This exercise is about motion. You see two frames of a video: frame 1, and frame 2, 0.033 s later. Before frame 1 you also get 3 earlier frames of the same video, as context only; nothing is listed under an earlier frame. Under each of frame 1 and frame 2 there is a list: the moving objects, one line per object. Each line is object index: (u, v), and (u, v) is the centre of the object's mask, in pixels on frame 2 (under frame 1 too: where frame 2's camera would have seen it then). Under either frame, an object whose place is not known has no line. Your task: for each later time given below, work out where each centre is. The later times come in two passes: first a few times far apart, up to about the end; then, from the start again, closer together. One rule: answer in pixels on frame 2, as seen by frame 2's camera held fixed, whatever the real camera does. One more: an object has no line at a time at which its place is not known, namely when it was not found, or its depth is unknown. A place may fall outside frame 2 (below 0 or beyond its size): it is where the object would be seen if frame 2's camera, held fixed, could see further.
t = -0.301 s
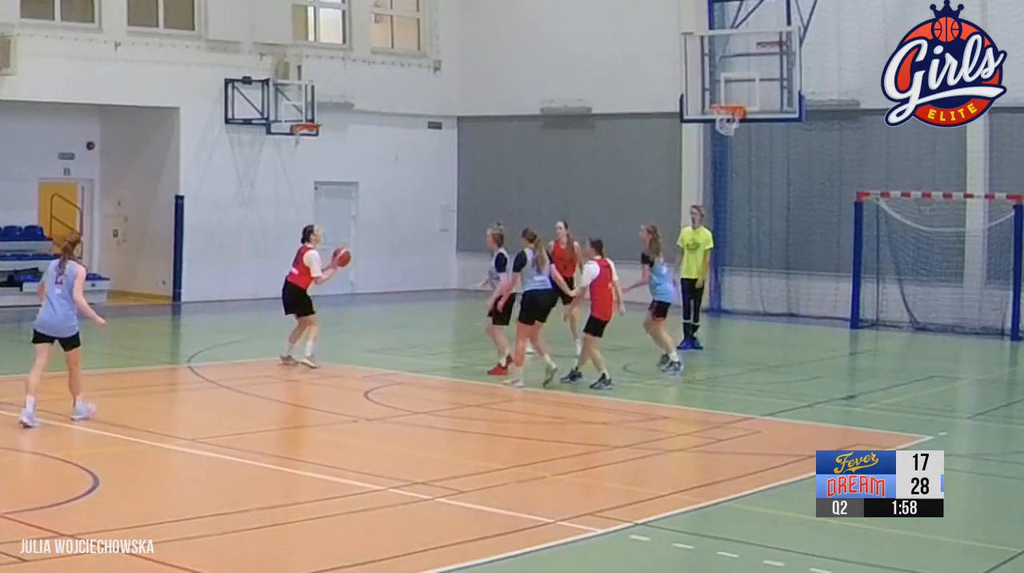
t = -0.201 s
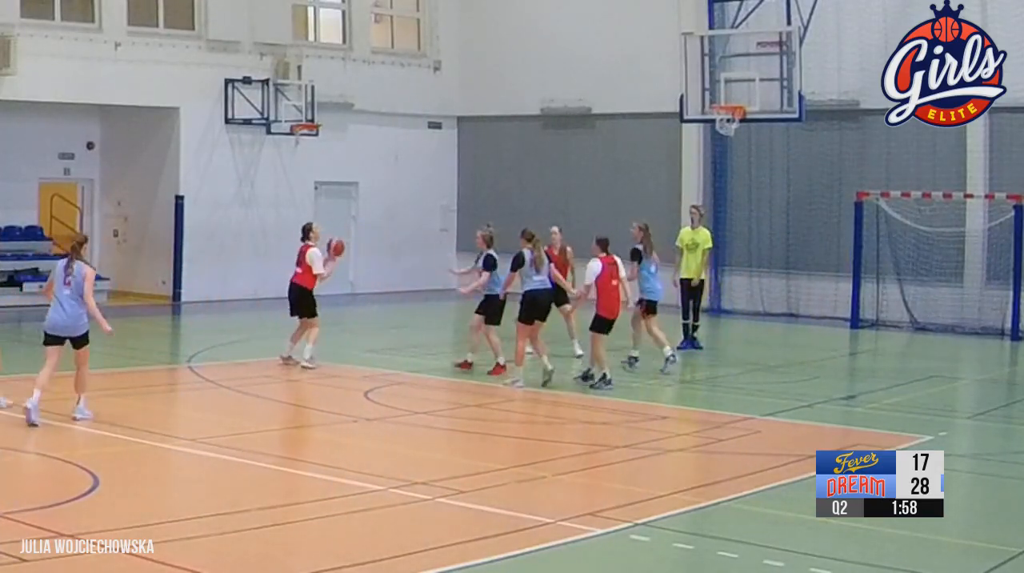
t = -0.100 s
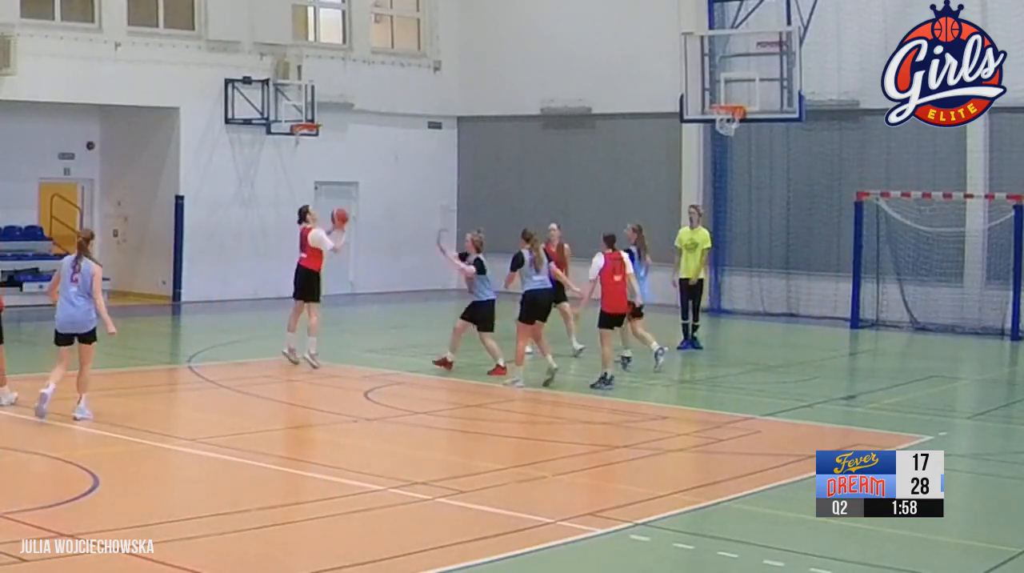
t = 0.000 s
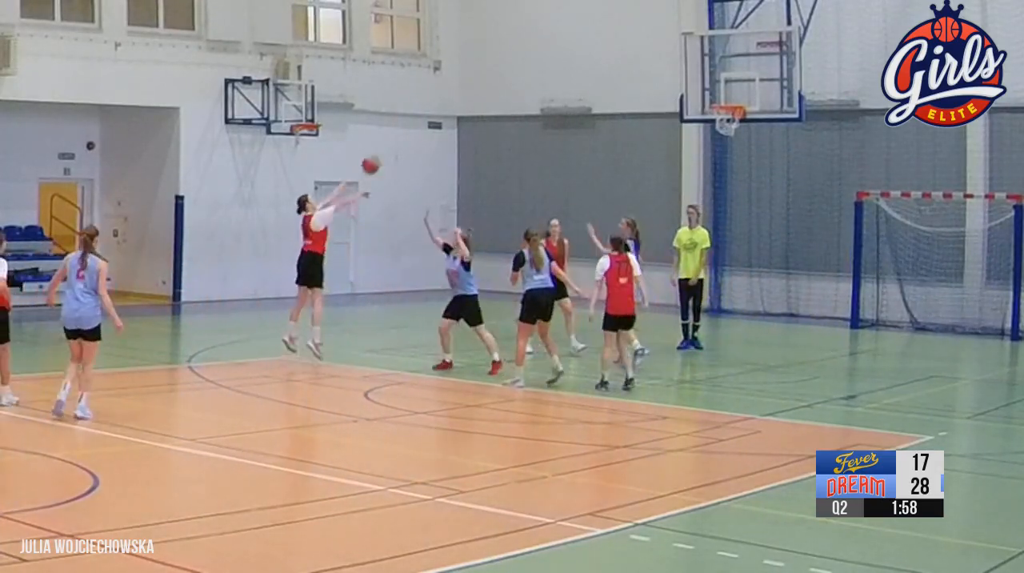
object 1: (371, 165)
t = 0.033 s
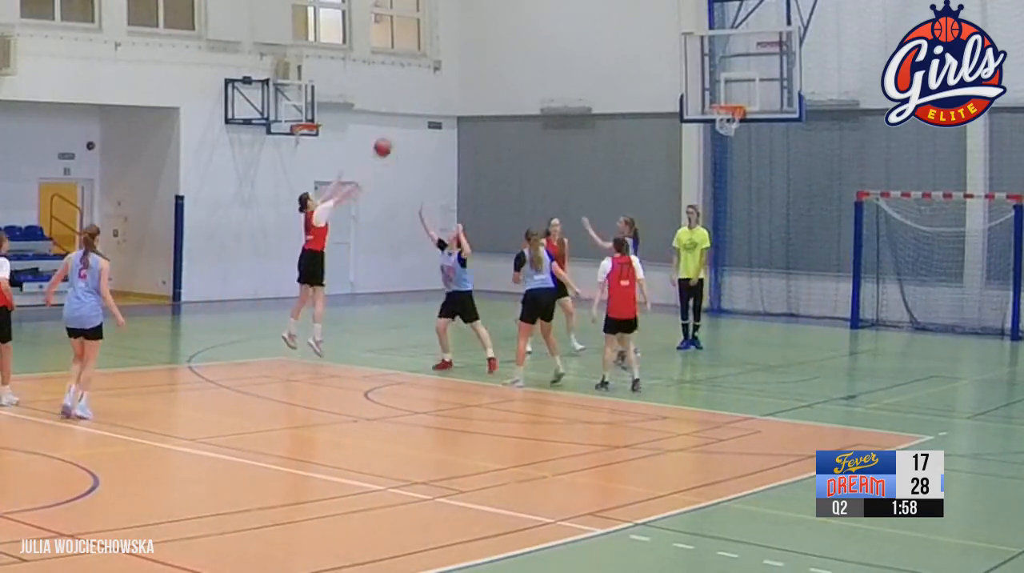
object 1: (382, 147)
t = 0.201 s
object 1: (441, 74)
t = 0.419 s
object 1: (512, 20)
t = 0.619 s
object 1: (576, 6)
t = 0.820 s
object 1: (639, 23)
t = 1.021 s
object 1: (699, 75)
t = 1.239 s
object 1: (737, 117)
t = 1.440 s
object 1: (731, 116)
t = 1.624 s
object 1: (721, 141)
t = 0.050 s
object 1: (389, 139)
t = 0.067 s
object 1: (394, 131)
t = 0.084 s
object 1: (400, 124)
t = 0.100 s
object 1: (405, 116)
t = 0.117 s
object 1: (412, 109)
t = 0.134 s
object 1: (418, 102)
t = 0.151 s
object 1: (423, 95)
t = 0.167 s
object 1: (429, 89)
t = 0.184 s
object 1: (435, 82)
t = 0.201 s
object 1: (441, 74)
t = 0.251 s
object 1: (458, 59)
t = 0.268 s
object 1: (463, 54)
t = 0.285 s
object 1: (469, 49)
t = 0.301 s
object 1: (474, 45)
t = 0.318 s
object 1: (480, 40)
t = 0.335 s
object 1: (485, 36)
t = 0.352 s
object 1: (491, 32)
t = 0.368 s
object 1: (496, 29)
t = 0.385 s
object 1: (502, 25)
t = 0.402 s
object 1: (507, 22)
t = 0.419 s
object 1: (512, 20)
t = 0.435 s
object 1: (518, 17)
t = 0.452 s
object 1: (523, 15)
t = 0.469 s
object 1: (528, 13)
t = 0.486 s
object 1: (533, 11)
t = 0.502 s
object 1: (539, 9)
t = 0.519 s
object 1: (544, 8)
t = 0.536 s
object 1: (550, 7)
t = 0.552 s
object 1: (555, 7)
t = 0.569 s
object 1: (561, 7)
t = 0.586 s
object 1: (566, 7)
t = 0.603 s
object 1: (571, 6)
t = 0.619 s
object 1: (576, 6)
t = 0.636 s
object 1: (582, 7)
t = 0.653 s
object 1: (587, 7)
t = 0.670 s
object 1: (592, 7)
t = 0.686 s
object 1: (598, 8)
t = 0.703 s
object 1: (603, 8)
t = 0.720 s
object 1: (608, 9)
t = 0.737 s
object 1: (613, 11)
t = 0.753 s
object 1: (619, 11)
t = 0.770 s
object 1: (624, 15)
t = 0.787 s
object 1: (629, 18)
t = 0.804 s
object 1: (634, 20)
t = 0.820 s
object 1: (639, 23)
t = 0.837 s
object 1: (644, 26)
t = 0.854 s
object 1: (649, 30)
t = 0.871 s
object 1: (654, 33)
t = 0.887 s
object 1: (659, 37)
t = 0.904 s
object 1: (664, 41)
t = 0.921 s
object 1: (669, 45)
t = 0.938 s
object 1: (674, 49)
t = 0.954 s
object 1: (679, 55)
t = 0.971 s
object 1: (684, 60)
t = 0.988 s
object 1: (689, 65)
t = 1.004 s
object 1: (694, 71)
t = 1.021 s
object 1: (699, 75)
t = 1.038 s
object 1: (705, 82)
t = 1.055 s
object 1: (709, 88)
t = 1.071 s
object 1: (714, 95)
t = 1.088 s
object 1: (718, 98)
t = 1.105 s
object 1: (723, 101)
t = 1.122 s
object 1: (728, 117)
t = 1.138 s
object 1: (735, 119)
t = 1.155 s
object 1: (738, 124)
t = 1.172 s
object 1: (739, 124)
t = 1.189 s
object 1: (739, 122)
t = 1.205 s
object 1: (738, 121)
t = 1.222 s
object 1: (737, 120)
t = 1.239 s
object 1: (737, 117)
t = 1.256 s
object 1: (737, 115)
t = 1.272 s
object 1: (736, 114)
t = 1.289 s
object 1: (736, 114)
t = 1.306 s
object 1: (735, 114)
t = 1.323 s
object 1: (735, 114)
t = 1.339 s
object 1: (735, 114)
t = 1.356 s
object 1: (734, 115)
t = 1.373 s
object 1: (730, 115)
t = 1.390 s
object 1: (734, 114)
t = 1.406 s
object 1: (733, 115)
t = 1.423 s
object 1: (732, 114)
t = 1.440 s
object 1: (731, 116)
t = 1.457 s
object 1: (729, 120)
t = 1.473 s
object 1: (730, 119)
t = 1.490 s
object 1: (728, 121)
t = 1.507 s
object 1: (727, 120)
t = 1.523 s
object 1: (724, 123)
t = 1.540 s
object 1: (721, 127)
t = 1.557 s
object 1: (723, 129)
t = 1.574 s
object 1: (723, 133)
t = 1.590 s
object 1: (722, 135)
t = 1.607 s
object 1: (721, 138)
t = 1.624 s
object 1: (721, 141)
